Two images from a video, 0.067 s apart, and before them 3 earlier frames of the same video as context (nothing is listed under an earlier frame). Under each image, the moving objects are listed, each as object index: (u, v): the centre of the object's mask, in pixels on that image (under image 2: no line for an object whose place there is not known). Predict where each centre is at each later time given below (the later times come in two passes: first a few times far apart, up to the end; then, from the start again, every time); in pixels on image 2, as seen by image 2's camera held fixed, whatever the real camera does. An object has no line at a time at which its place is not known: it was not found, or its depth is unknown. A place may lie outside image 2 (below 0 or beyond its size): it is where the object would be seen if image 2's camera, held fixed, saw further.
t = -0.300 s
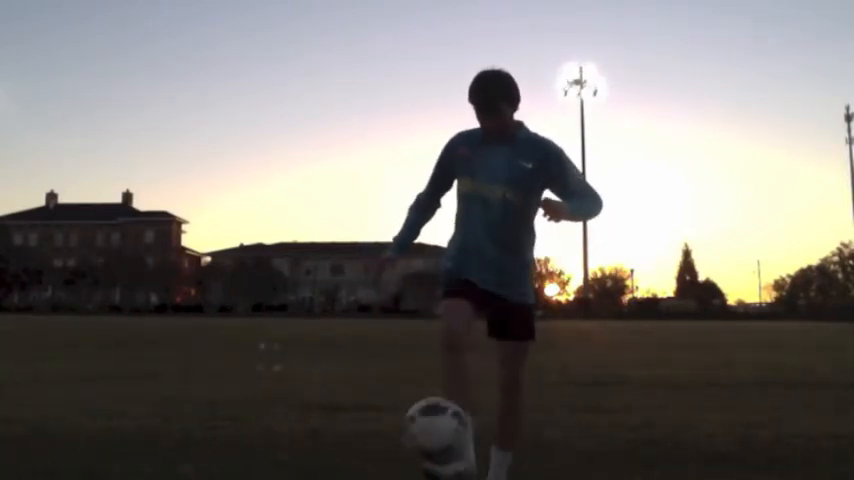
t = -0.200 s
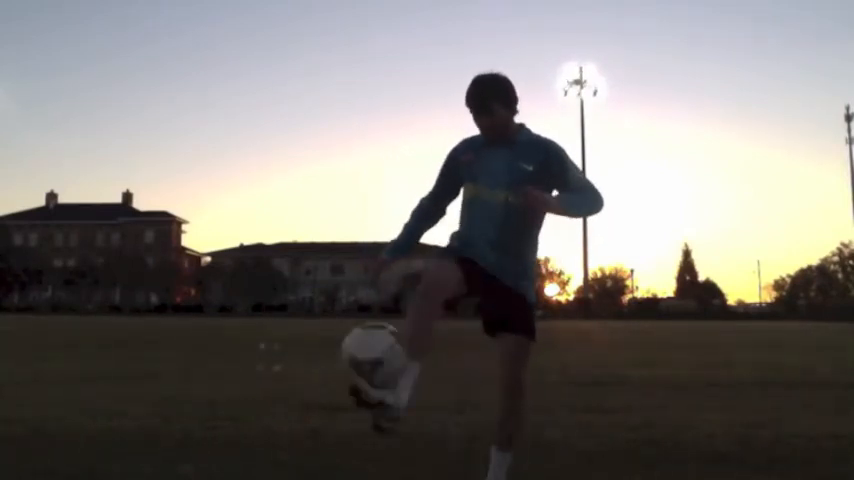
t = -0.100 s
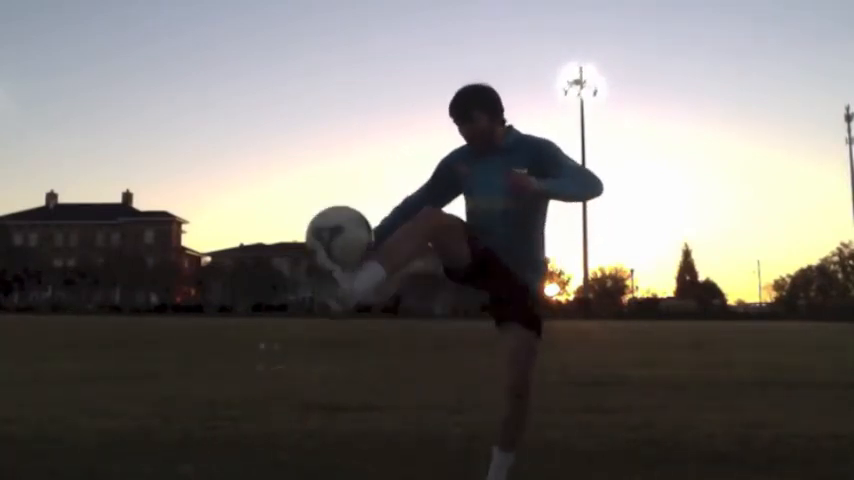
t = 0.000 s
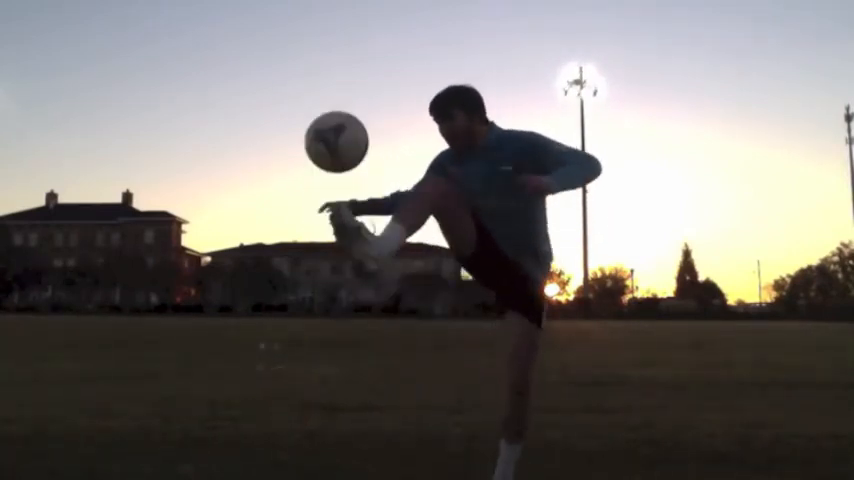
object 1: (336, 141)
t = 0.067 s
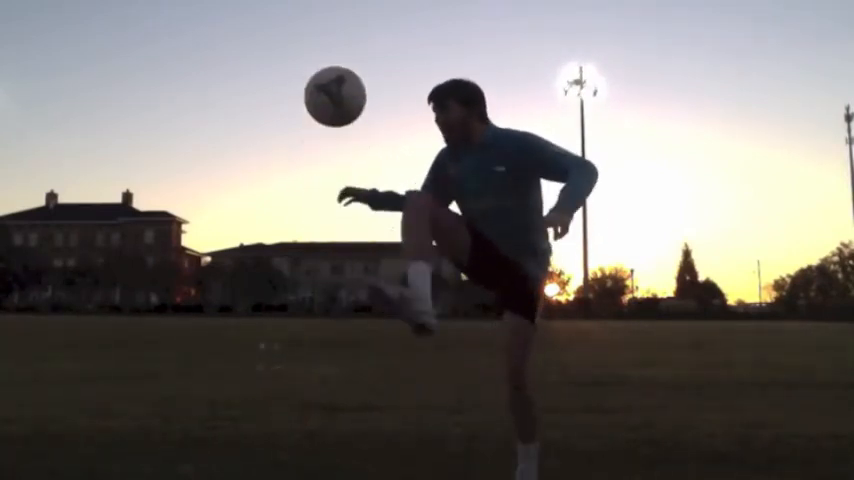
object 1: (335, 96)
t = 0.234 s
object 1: (330, 39)
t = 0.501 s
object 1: (320, 86)
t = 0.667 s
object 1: (312, 197)
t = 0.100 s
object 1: (334, 79)
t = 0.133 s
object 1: (333, 64)
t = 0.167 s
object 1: (332, 53)
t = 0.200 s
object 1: (331, 44)
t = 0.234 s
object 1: (330, 39)
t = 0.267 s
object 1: (329, 36)
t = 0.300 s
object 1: (327, 35)
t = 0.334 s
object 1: (326, 37)
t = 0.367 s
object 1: (325, 42)
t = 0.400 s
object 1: (324, 50)
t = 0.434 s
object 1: (322, 59)
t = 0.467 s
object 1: (321, 72)
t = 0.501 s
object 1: (320, 86)
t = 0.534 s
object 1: (318, 104)
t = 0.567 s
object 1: (317, 123)
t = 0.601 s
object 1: (315, 145)
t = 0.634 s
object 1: (314, 170)
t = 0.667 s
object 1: (312, 197)
